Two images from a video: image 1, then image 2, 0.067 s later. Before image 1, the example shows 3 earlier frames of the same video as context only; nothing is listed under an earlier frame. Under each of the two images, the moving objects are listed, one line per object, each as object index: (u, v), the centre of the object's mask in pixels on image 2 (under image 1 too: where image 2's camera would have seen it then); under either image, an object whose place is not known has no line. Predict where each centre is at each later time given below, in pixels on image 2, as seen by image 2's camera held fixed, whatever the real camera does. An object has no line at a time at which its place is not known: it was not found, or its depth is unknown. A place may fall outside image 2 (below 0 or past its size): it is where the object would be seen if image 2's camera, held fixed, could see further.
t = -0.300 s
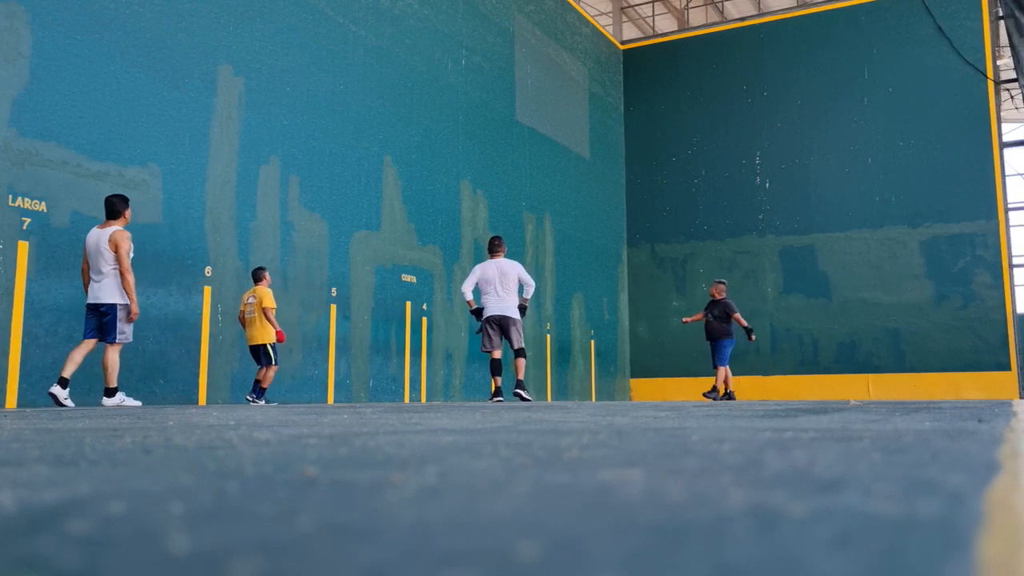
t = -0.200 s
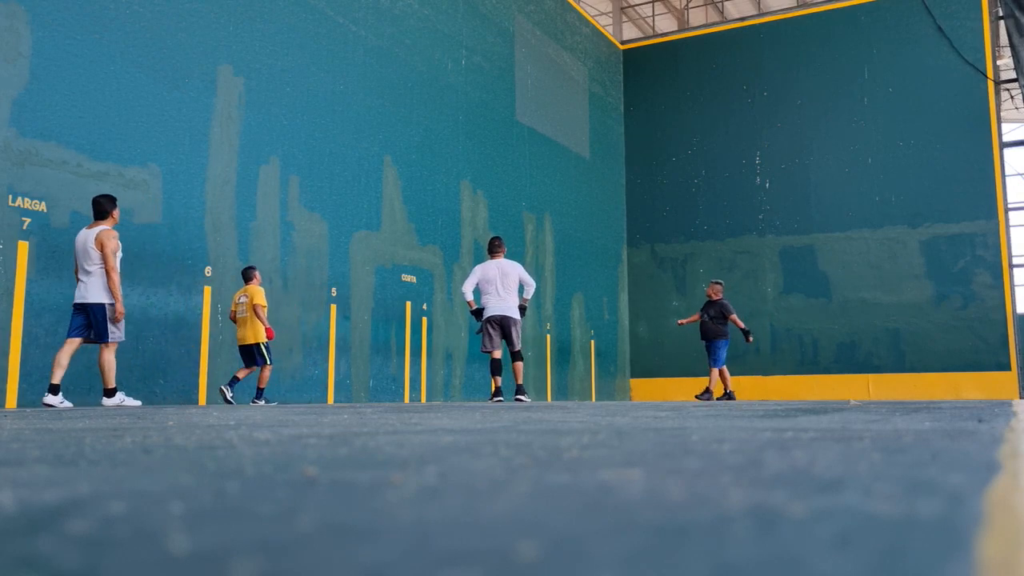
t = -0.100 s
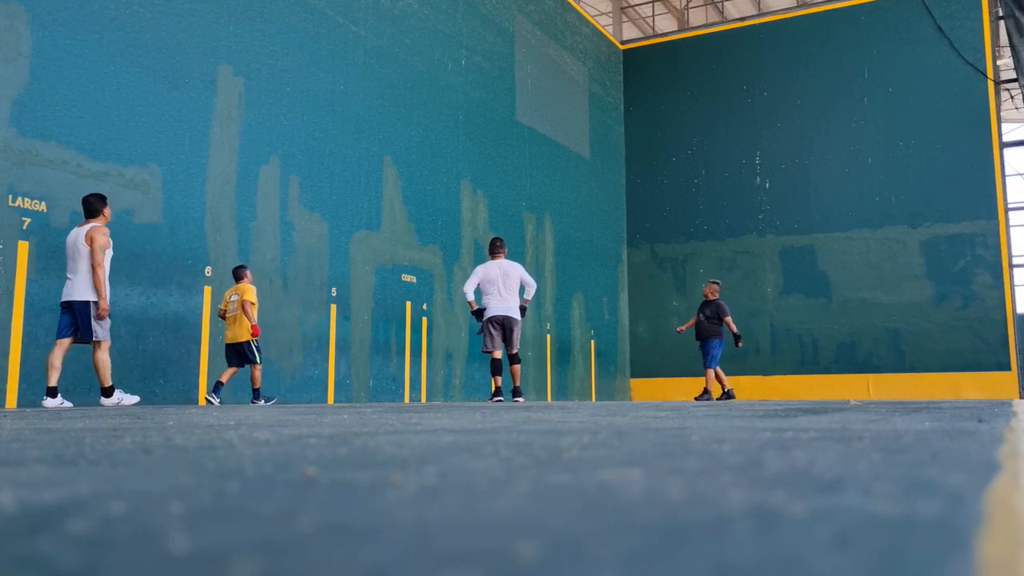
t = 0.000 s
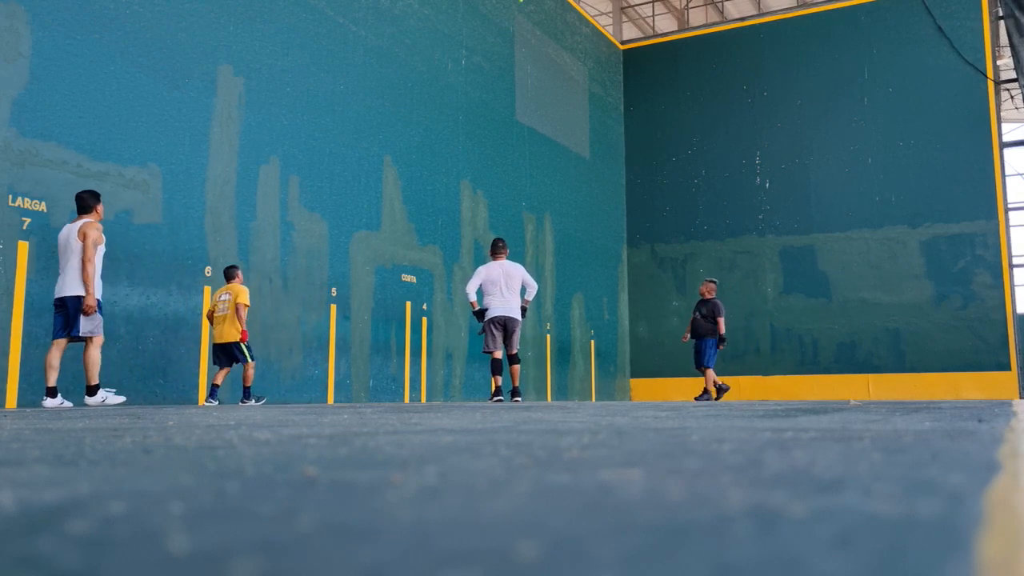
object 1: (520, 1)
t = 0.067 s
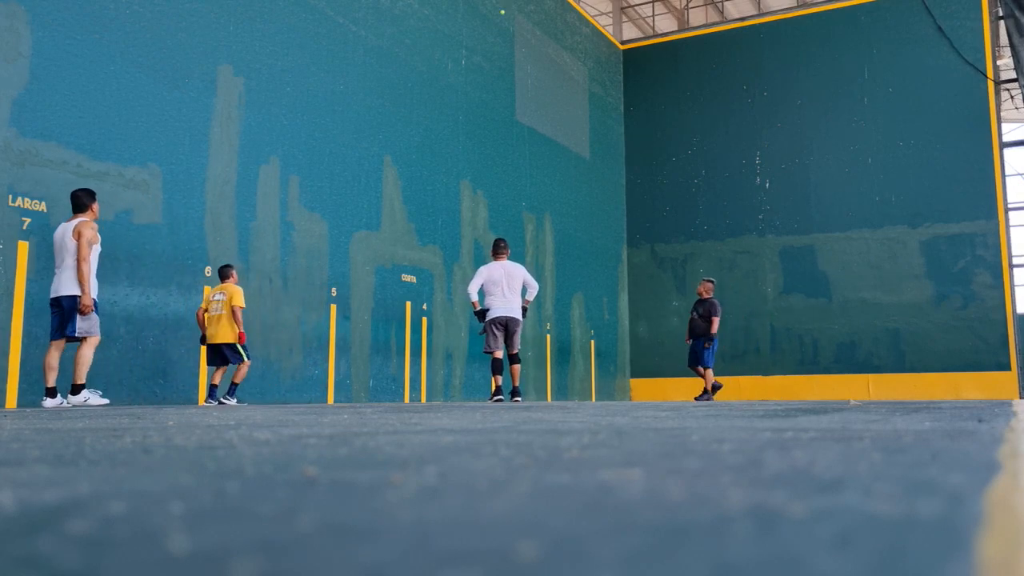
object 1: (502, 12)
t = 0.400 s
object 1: (397, 115)
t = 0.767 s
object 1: (293, 310)
